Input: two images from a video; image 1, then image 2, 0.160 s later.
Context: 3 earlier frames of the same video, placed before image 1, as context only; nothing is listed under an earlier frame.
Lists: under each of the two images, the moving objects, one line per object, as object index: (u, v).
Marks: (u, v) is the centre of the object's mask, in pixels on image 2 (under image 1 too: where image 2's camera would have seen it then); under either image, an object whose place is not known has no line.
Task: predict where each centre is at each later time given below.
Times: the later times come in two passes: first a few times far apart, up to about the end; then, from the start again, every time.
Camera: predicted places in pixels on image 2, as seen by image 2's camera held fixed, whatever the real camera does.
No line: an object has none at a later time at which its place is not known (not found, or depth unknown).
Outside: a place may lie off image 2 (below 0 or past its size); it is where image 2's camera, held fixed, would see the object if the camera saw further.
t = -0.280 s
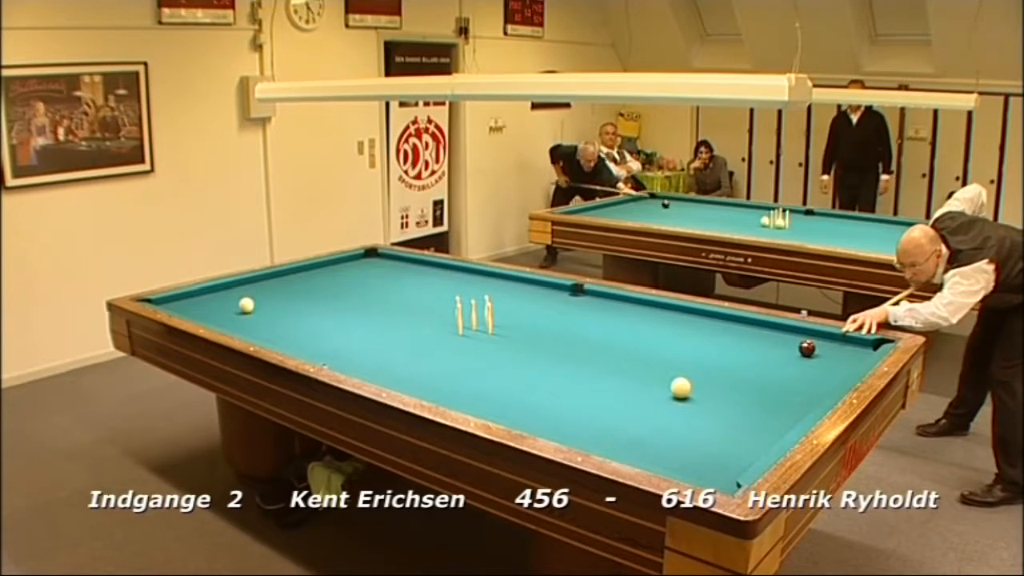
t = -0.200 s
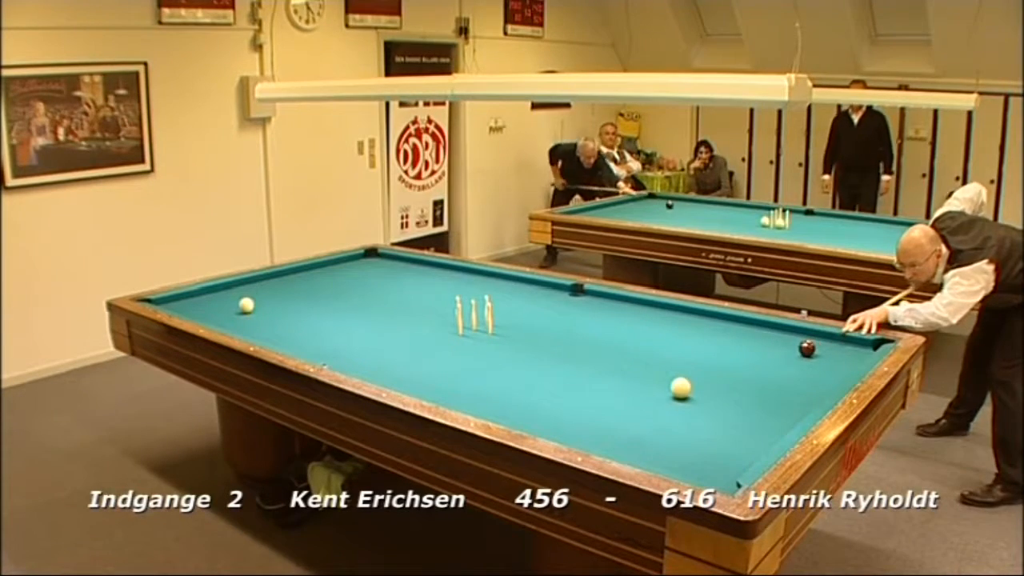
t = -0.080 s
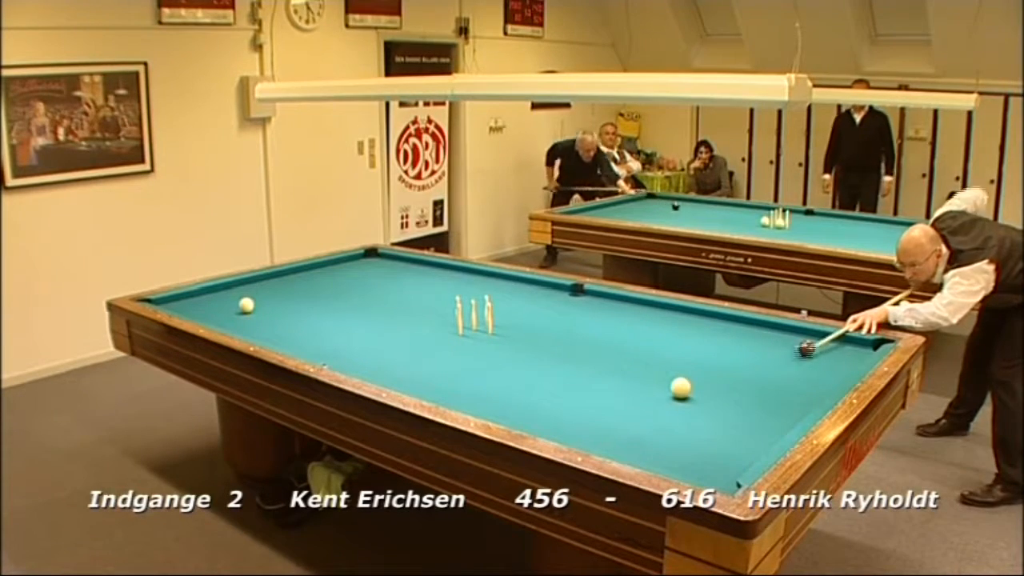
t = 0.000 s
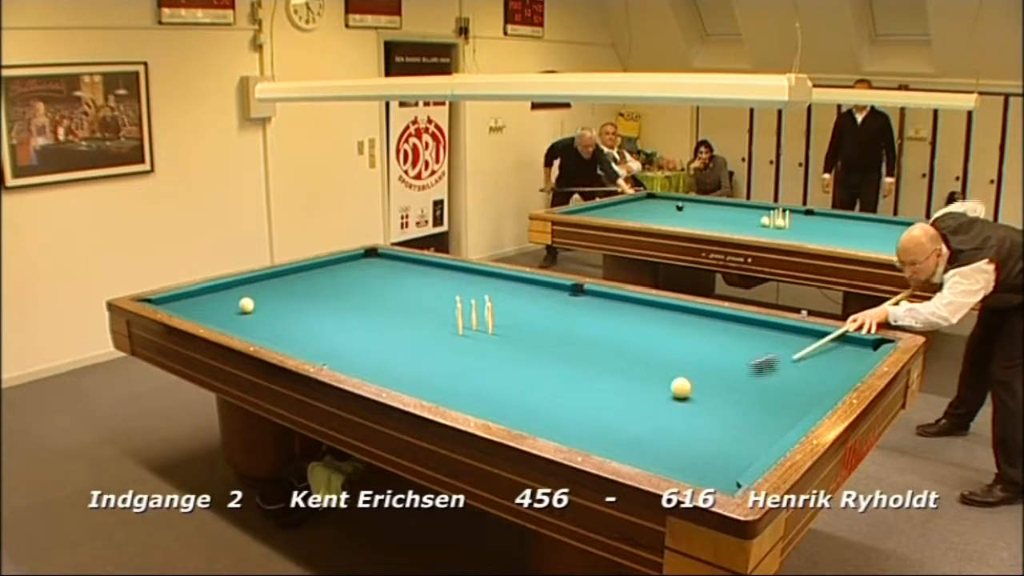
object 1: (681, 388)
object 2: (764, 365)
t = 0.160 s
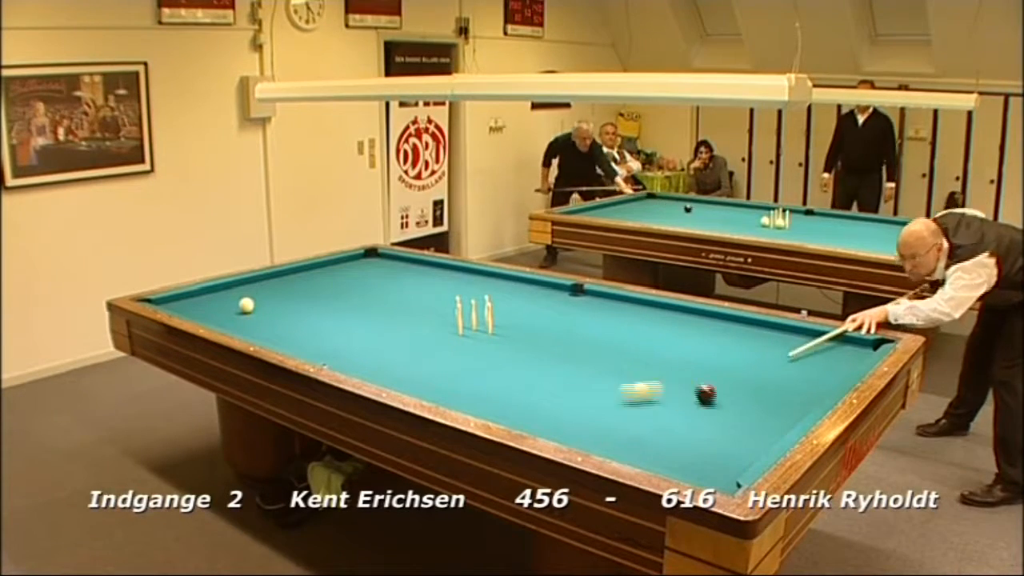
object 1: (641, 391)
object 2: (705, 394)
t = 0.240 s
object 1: (578, 399)
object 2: (717, 405)
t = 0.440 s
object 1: (470, 396)
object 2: (746, 429)
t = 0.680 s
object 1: (477, 362)
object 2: (743, 444)
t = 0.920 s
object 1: (478, 337)
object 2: (706, 445)
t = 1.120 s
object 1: (479, 320)
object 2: (676, 446)
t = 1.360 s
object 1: (480, 303)
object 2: (640, 447)
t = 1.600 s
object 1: (481, 289)
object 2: (607, 445)
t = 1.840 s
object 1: (481, 276)
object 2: (594, 440)
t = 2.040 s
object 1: (466, 273)
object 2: (587, 436)
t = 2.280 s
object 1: (441, 274)
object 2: (580, 430)
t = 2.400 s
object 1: (428, 274)
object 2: (576, 428)
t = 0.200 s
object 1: (609, 395)
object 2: (711, 400)
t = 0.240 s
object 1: (578, 399)
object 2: (717, 405)
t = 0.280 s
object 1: (547, 401)
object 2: (723, 410)
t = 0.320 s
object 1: (517, 403)
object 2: (728, 414)
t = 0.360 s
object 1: (488, 404)
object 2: (734, 419)
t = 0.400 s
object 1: (468, 401)
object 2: (740, 424)
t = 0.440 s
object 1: (470, 396)
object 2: (746, 429)
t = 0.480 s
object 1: (473, 390)
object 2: (752, 434)
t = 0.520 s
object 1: (475, 383)
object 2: (758, 439)
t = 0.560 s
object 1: (475, 377)
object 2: (763, 442)
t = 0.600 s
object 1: (476, 372)
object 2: (758, 445)
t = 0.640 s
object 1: (477, 367)
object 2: (751, 445)
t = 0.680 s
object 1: (477, 362)
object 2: (743, 444)
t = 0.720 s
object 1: (477, 357)
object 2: (736, 444)
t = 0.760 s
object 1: (477, 353)
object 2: (730, 444)
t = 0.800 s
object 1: (478, 349)
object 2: (724, 445)
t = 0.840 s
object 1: (478, 345)
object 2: (718, 445)
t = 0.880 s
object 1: (478, 341)
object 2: (712, 445)
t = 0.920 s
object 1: (478, 337)
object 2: (706, 445)
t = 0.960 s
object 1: (478, 333)
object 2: (700, 446)
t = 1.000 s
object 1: (478, 330)
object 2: (694, 446)
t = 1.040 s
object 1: (478, 326)
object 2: (688, 446)
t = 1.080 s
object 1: (478, 322)
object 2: (682, 446)
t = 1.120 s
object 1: (479, 320)
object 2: (676, 446)
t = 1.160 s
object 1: (479, 316)
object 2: (670, 446)
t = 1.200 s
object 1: (479, 314)
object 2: (663, 446)
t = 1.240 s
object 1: (479, 311)
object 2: (658, 447)
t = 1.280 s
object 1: (479, 308)
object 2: (652, 447)
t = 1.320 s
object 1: (480, 305)
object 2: (646, 447)
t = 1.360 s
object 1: (480, 303)
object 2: (640, 447)
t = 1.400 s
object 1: (480, 300)
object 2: (634, 448)
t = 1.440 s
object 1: (480, 298)
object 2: (629, 447)
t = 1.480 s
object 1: (480, 295)
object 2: (623, 447)
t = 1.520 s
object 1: (480, 293)
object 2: (617, 446)
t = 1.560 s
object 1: (481, 291)
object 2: (612, 445)
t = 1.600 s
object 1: (481, 289)
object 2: (607, 445)
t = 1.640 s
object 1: (481, 286)
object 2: (602, 444)
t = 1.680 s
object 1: (481, 284)
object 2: (600, 444)
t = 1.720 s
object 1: (481, 282)
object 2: (599, 443)
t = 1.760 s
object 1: (481, 280)
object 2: (597, 442)
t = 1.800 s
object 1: (481, 278)
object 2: (595, 441)
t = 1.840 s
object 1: (481, 276)
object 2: (594, 440)
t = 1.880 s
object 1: (481, 274)
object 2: (593, 439)
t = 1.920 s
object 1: (481, 272)
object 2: (591, 438)
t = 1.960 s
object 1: (476, 272)
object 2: (590, 437)
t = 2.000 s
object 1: (471, 273)
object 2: (588, 436)
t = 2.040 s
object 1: (466, 273)
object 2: (587, 436)
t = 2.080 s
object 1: (462, 273)
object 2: (586, 435)
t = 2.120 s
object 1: (457, 273)
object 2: (585, 434)
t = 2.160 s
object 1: (453, 273)
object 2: (583, 433)
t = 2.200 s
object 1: (449, 273)
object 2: (582, 432)
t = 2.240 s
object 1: (445, 273)
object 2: (581, 431)
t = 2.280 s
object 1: (441, 274)
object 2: (580, 430)
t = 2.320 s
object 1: (437, 274)
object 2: (578, 430)
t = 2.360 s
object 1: (433, 274)
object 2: (577, 429)
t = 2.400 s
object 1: (428, 274)
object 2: (576, 428)
